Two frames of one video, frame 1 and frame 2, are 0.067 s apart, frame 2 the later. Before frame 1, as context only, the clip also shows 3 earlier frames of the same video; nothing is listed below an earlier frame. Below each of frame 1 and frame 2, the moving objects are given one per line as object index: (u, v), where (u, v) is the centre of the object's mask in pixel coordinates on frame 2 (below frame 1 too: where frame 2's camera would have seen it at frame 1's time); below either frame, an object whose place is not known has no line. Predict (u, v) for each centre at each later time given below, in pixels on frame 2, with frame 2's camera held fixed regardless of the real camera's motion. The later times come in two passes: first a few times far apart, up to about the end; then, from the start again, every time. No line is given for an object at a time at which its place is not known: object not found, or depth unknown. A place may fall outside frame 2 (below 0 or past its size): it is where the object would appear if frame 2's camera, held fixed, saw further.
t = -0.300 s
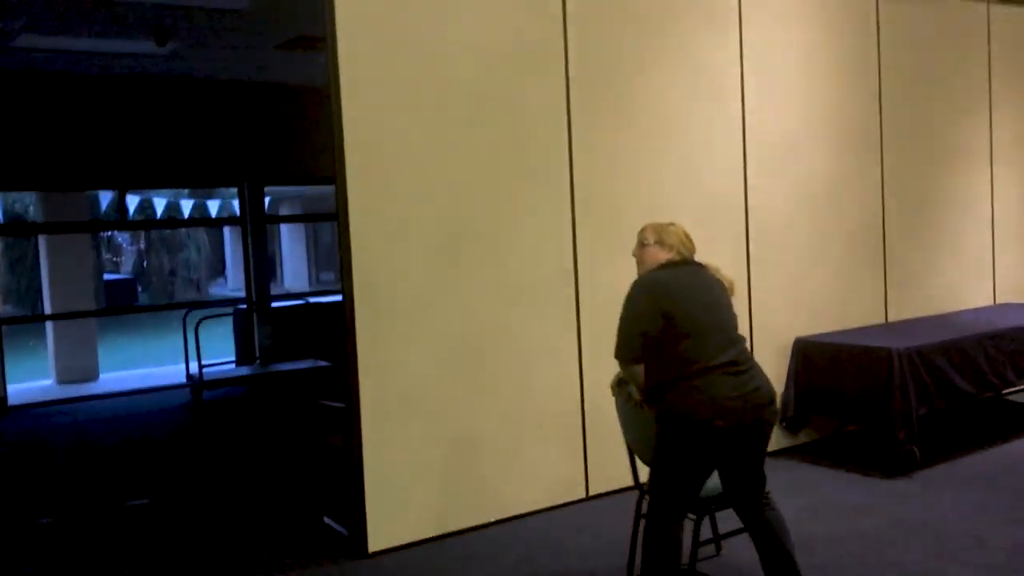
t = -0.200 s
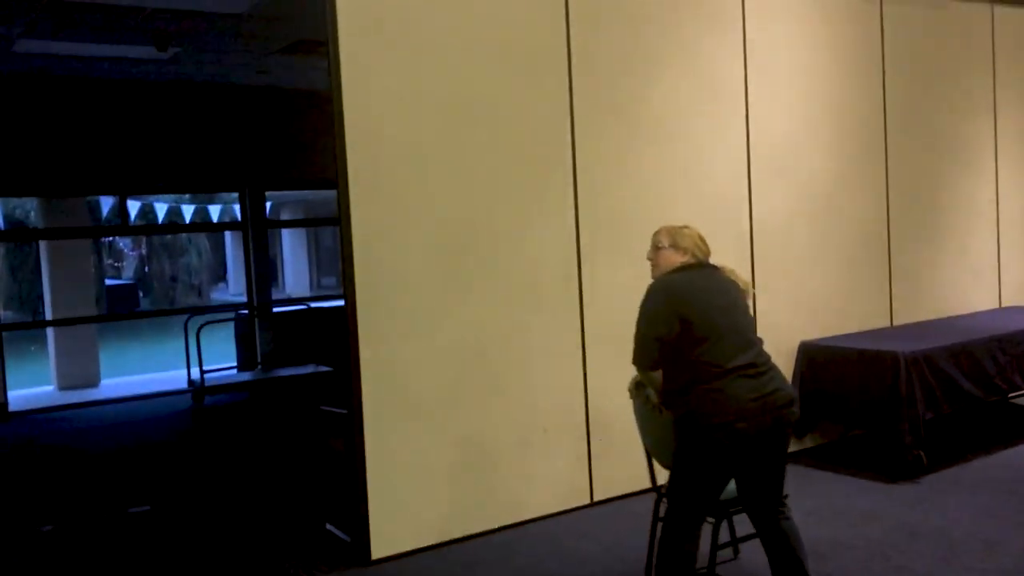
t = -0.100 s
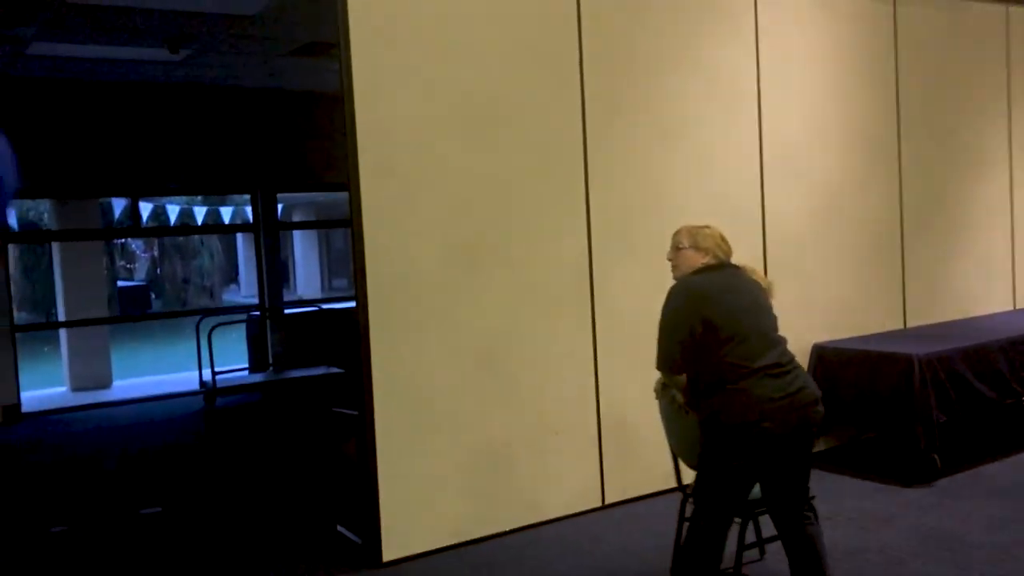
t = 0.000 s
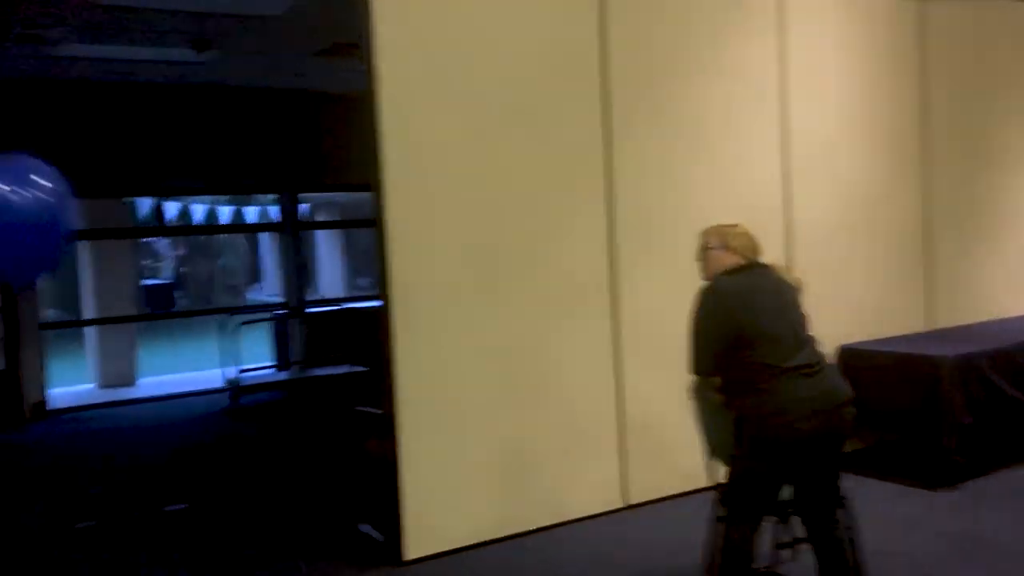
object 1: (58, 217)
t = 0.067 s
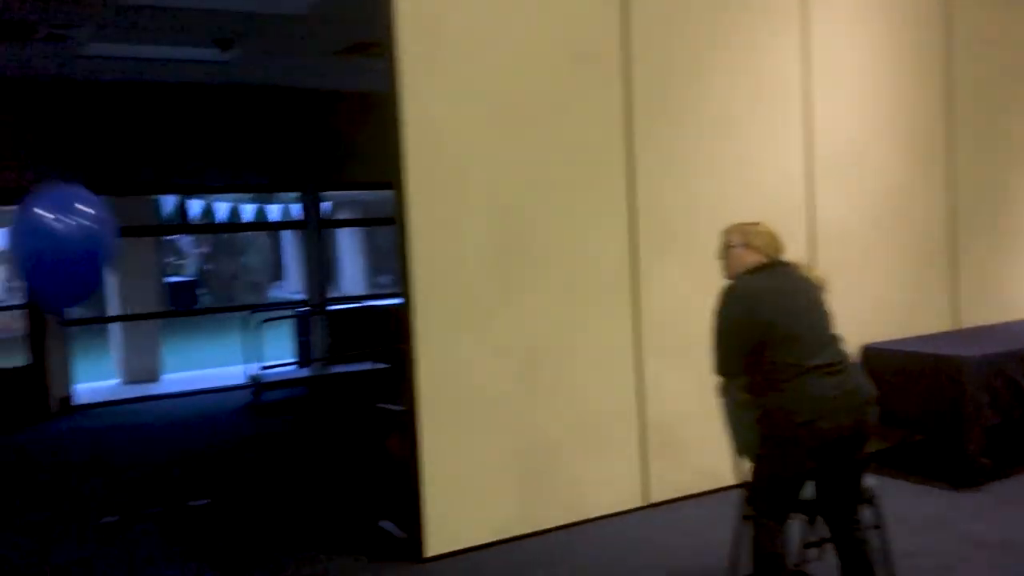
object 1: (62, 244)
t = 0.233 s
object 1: (81, 306)
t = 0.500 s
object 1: (59, 338)
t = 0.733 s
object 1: (36, 304)
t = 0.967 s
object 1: (32, 323)
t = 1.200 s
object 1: (26, 303)
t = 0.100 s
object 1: (70, 259)
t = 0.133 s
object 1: (74, 271)
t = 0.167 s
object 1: (78, 283)
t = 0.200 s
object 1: (79, 295)
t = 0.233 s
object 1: (81, 306)
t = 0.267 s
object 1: (81, 317)
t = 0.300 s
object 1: (81, 327)
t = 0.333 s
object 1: (79, 336)
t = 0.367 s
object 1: (76, 341)
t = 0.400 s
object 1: (71, 344)
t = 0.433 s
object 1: (67, 344)
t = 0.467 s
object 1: (62, 343)
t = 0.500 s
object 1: (59, 338)
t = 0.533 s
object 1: (54, 332)
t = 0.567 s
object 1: (49, 325)
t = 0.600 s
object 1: (45, 316)
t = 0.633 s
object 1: (42, 307)
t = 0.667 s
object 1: (39, 302)
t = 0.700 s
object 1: (37, 301)
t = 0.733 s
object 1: (36, 304)
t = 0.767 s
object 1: (35, 309)
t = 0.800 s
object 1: (35, 315)
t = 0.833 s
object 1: (34, 320)
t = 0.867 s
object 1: (34, 324)
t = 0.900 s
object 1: (34, 325)
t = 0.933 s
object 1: (33, 325)
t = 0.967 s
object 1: (32, 323)
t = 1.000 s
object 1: (31, 320)
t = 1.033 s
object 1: (30, 316)
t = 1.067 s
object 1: (30, 311)
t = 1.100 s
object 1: (28, 306)
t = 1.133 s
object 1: (27, 302)
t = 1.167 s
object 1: (27, 302)
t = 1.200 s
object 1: (26, 303)
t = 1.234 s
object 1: (26, 306)
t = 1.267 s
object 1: (26, 310)
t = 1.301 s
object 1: (25, 312)
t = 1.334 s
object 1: (25, 315)
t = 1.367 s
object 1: (24, 315)
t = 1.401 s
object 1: (23, 315)
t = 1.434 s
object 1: (22, 314)
